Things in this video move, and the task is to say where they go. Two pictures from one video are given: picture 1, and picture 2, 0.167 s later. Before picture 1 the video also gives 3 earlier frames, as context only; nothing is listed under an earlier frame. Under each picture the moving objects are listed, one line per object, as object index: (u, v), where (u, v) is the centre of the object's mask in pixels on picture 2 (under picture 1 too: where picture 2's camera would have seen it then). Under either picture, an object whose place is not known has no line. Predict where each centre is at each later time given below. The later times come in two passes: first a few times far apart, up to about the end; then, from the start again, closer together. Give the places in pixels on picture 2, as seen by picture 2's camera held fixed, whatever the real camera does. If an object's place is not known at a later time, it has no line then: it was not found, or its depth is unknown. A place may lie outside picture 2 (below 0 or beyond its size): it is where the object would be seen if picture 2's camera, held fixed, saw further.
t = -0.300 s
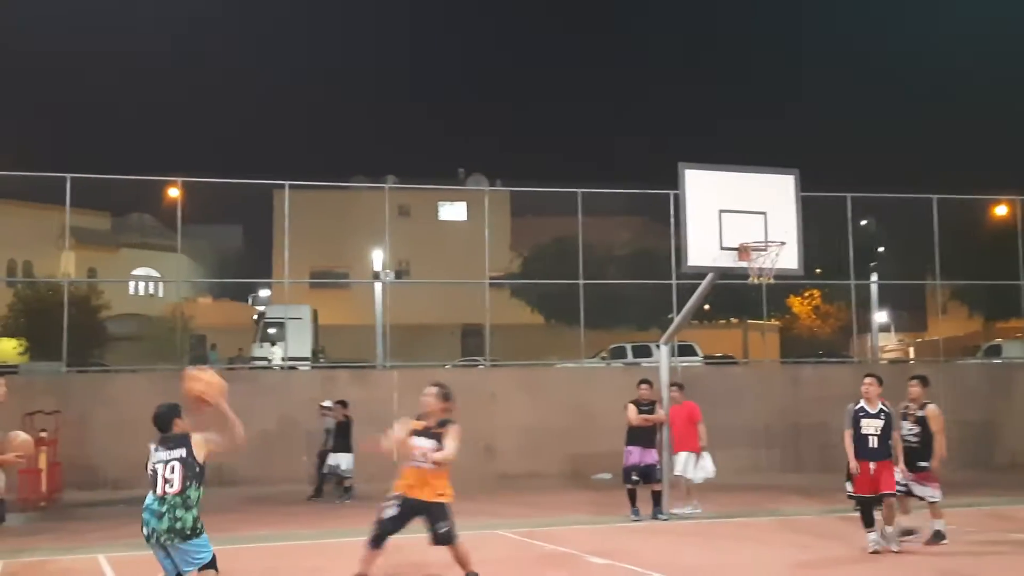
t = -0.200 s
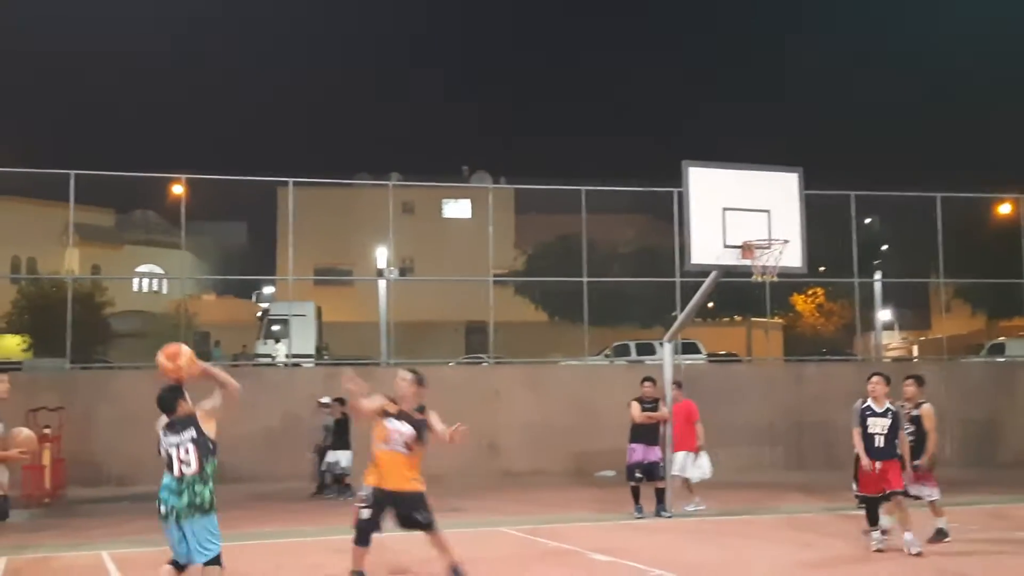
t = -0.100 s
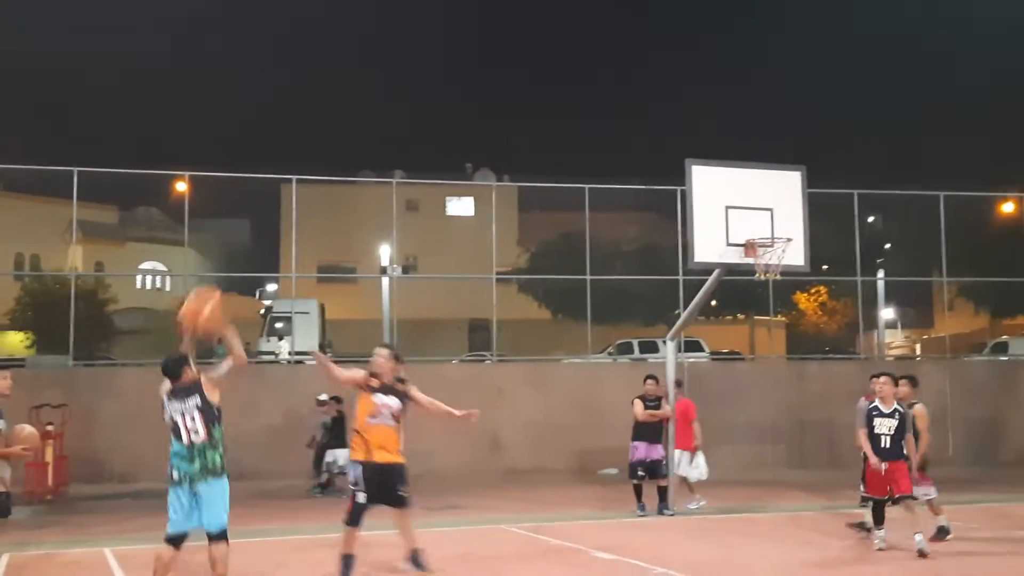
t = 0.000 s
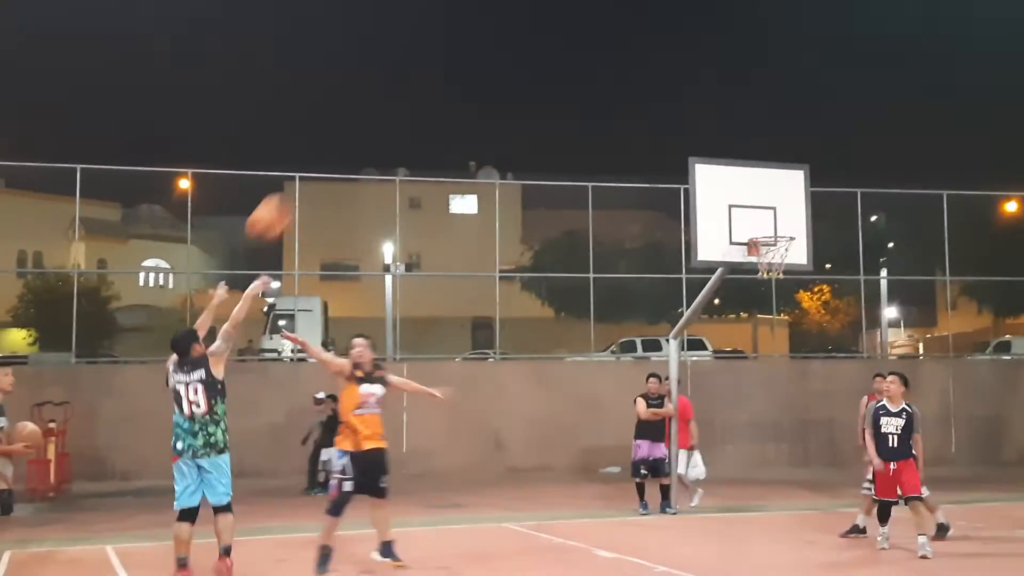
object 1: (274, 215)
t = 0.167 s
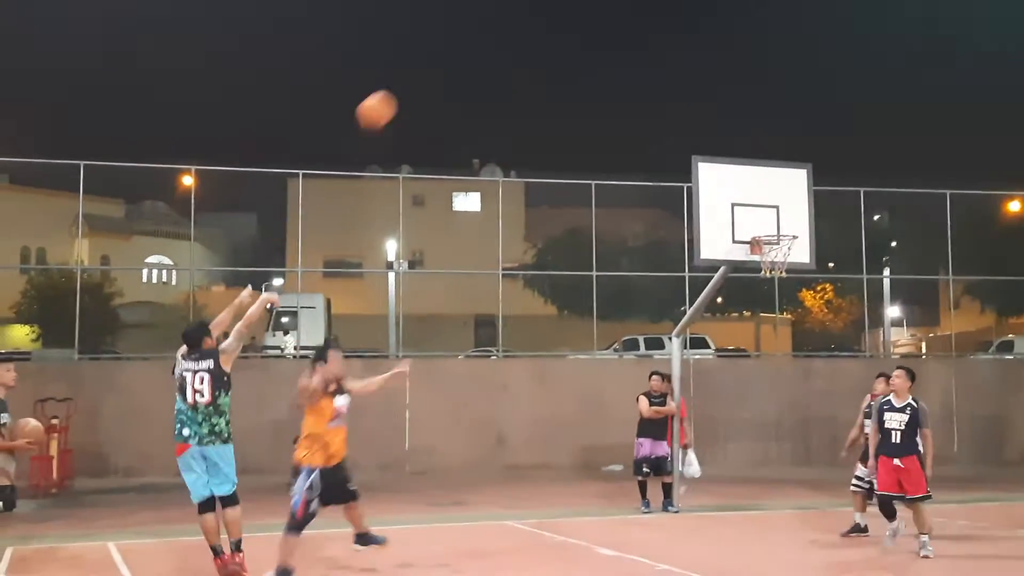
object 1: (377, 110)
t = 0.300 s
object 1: (445, 63)
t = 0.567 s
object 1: (560, 38)
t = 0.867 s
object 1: (663, 96)
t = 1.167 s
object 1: (744, 221)
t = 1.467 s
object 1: (862, 224)
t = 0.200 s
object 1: (395, 96)
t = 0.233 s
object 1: (412, 83)
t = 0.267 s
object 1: (429, 73)
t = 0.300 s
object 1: (445, 63)
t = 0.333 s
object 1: (462, 55)
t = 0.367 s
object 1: (476, 49)
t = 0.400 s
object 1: (491, 44)
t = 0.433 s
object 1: (506, 40)
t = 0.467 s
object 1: (520, 38)
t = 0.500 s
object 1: (534, 37)
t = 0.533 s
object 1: (547, 37)
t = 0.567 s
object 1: (560, 38)
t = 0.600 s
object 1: (572, 41)
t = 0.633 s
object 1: (585, 44)
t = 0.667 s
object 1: (597, 49)
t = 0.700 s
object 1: (609, 54)
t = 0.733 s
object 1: (620, 61)
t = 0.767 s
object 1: (632, 68)
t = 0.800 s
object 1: (642, 77)
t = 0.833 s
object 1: (652, 86)
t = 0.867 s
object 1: (663, 96)
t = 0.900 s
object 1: (672, 107)
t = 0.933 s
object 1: (682, 119)
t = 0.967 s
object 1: (691, 132)
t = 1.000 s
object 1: (700, 143)
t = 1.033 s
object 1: (708, 156)
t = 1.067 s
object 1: (720, 174)
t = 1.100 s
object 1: (728, 189)
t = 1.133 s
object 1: (736, 206)
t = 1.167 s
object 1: (744, 221)
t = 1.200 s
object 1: (757, 228)
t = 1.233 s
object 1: (769, 227)
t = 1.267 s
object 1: (781, 224)
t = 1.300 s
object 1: (795, 221)
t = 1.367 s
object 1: (824, 219)
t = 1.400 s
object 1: (836, 219)
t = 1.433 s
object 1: (849, 221)
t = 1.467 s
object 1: (862, 224)
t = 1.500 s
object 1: (876, 229)
